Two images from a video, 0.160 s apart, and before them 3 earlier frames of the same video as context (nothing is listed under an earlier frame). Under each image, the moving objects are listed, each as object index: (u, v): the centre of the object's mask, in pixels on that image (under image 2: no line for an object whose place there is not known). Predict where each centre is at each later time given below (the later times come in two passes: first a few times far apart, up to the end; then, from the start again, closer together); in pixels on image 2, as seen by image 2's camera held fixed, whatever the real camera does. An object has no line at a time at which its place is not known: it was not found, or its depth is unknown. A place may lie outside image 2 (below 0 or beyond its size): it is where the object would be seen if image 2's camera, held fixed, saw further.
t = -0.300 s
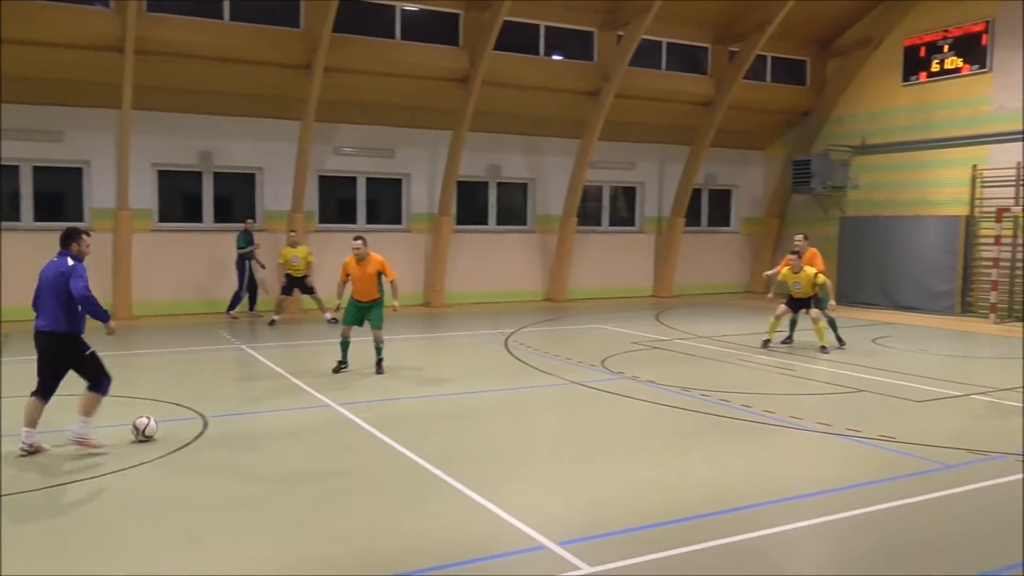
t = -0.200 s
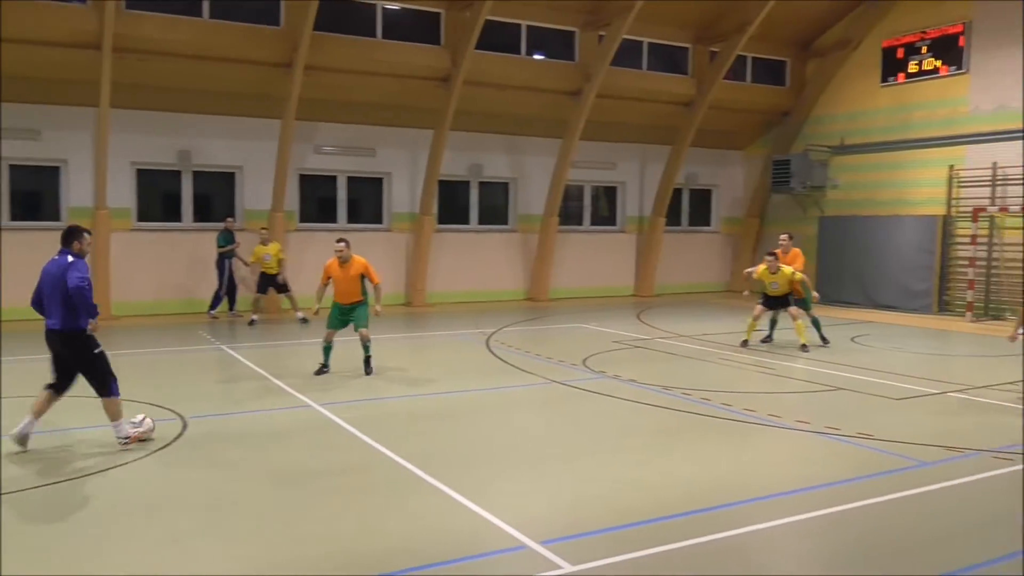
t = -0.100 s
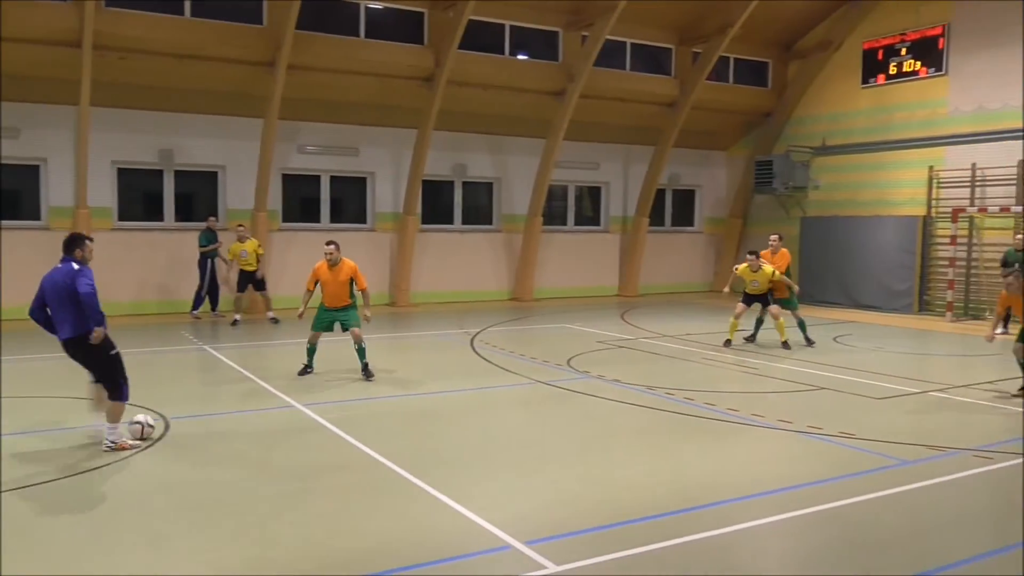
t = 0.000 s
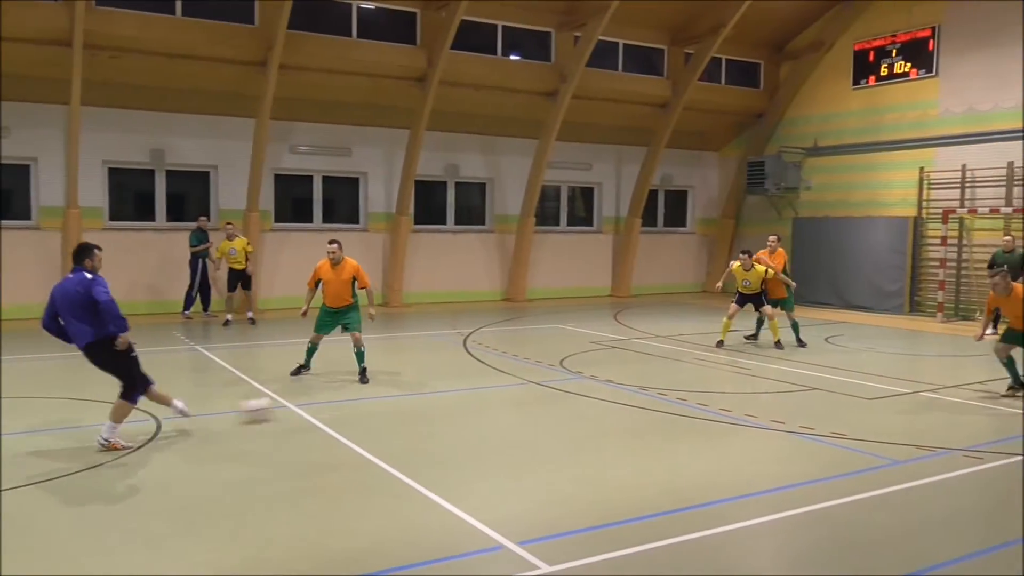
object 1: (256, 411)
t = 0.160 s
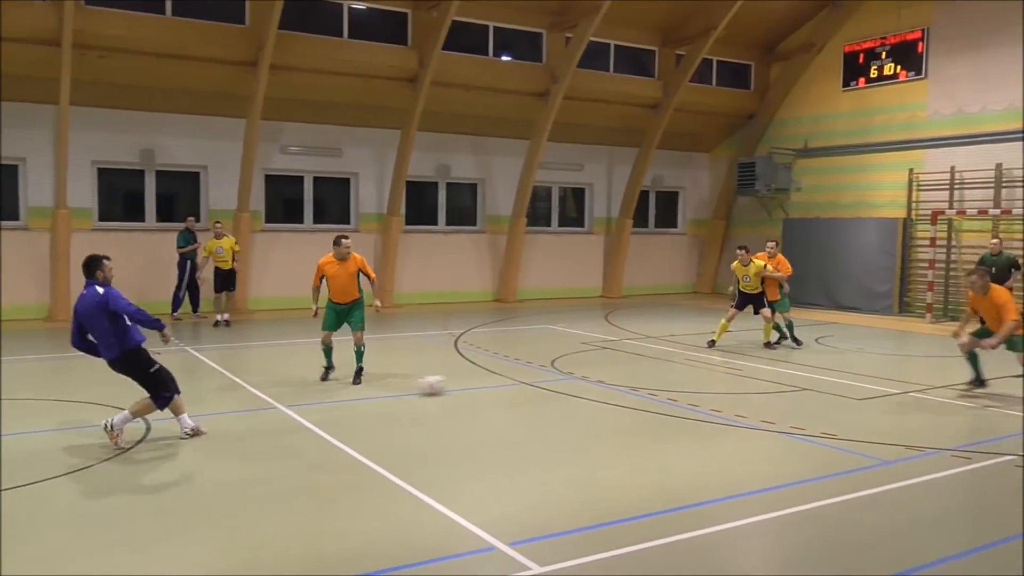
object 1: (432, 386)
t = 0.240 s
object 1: (502, 376)
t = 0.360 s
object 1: (584, 363)
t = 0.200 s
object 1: (468, 380)
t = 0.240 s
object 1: (502, 376)
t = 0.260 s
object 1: (517, 374)
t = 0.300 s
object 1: (544, 369)
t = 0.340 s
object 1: (572, 364)
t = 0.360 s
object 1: (584, 363)
